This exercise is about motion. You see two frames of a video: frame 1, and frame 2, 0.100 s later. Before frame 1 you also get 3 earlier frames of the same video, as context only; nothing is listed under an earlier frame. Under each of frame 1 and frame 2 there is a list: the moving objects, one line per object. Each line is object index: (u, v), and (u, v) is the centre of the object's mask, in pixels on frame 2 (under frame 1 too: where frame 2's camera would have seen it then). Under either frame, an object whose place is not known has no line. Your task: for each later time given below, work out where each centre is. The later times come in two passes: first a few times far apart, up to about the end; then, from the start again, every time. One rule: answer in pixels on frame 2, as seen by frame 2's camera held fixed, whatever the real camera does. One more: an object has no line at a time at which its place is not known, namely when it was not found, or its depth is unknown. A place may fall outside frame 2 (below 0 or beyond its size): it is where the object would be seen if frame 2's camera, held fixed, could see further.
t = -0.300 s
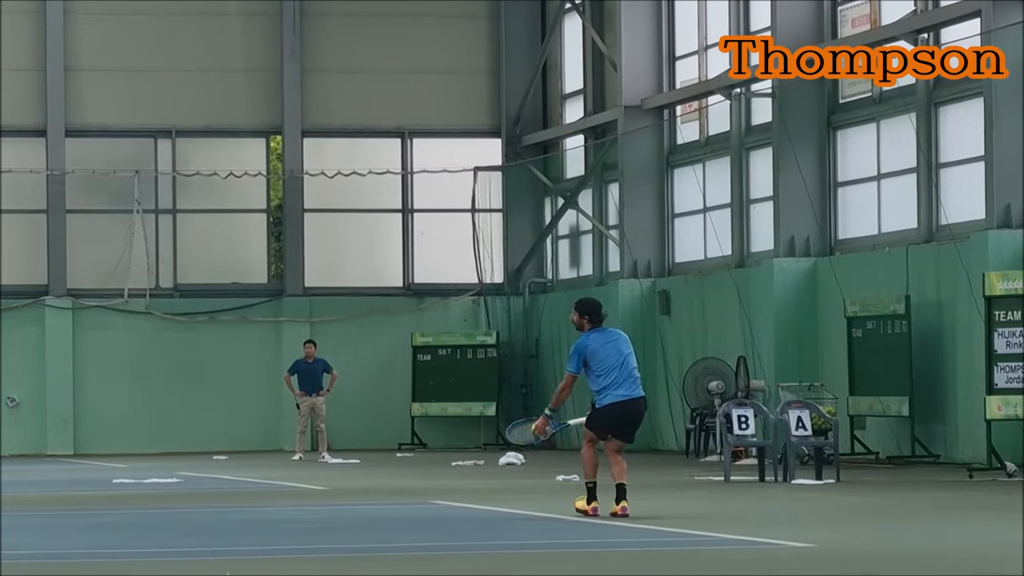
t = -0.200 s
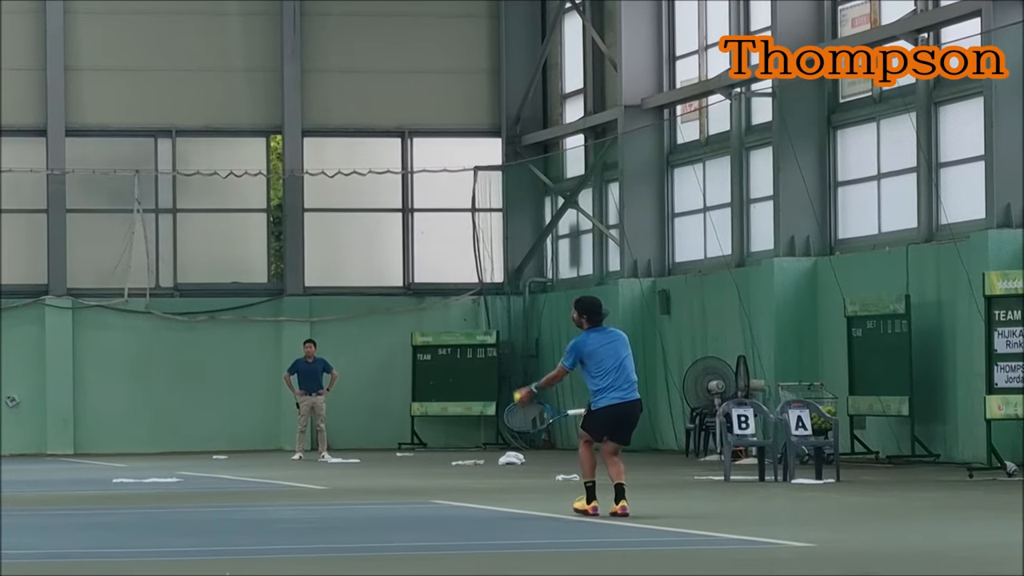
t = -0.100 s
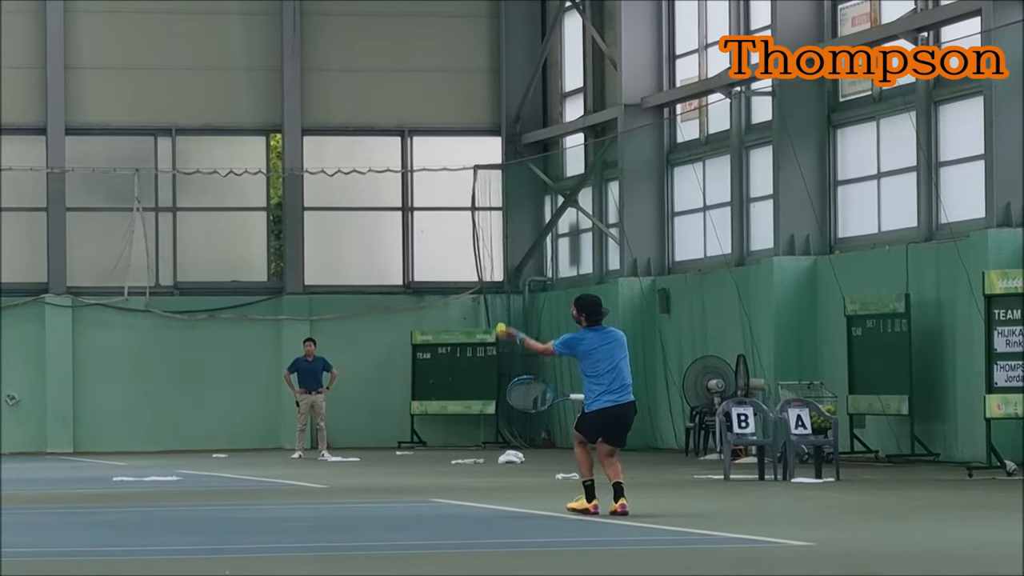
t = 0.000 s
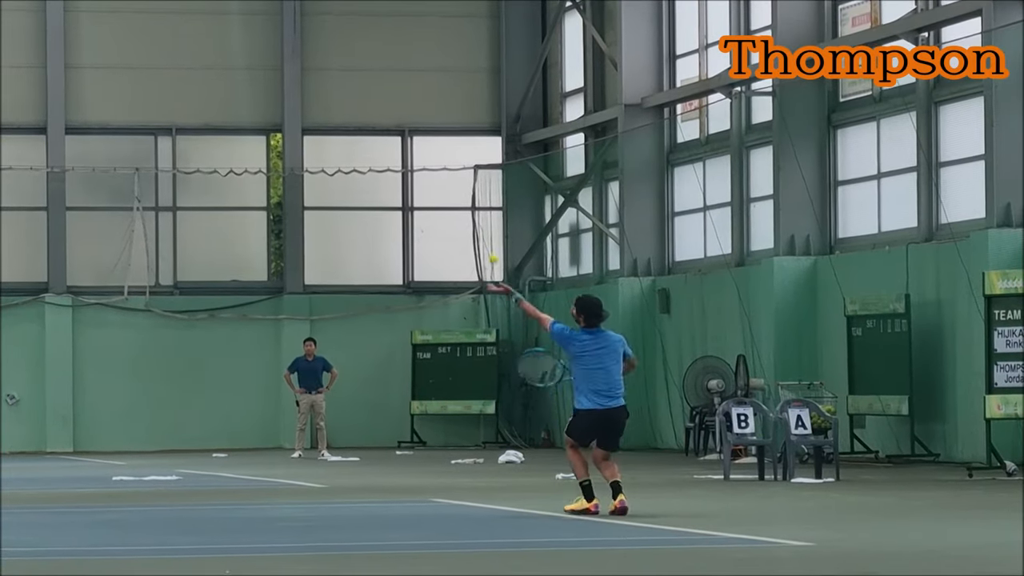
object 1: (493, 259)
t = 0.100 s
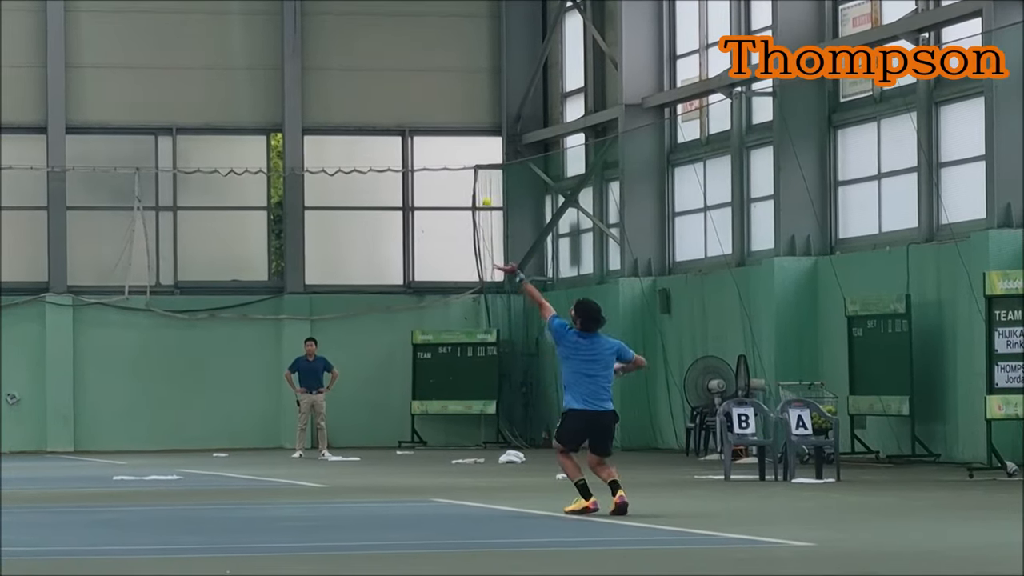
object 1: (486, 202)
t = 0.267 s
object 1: (474, 136)
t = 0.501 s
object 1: (458, 108)
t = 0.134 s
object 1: (483, 185)
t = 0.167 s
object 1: (480, 170)
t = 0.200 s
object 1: (479, 159)
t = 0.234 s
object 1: (477, 147)
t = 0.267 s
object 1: (474, 136)
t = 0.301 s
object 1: (472, 128)
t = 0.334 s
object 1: (469, 121)
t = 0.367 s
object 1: (467, 116)
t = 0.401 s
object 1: (465, 112)
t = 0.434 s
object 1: (461, 109)
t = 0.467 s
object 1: (460, 108)
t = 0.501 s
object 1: (458, 108)
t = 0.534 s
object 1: (456, 111)
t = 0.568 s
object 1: (453, 114)
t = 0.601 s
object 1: (451, 120)
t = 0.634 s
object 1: (449, 127)
